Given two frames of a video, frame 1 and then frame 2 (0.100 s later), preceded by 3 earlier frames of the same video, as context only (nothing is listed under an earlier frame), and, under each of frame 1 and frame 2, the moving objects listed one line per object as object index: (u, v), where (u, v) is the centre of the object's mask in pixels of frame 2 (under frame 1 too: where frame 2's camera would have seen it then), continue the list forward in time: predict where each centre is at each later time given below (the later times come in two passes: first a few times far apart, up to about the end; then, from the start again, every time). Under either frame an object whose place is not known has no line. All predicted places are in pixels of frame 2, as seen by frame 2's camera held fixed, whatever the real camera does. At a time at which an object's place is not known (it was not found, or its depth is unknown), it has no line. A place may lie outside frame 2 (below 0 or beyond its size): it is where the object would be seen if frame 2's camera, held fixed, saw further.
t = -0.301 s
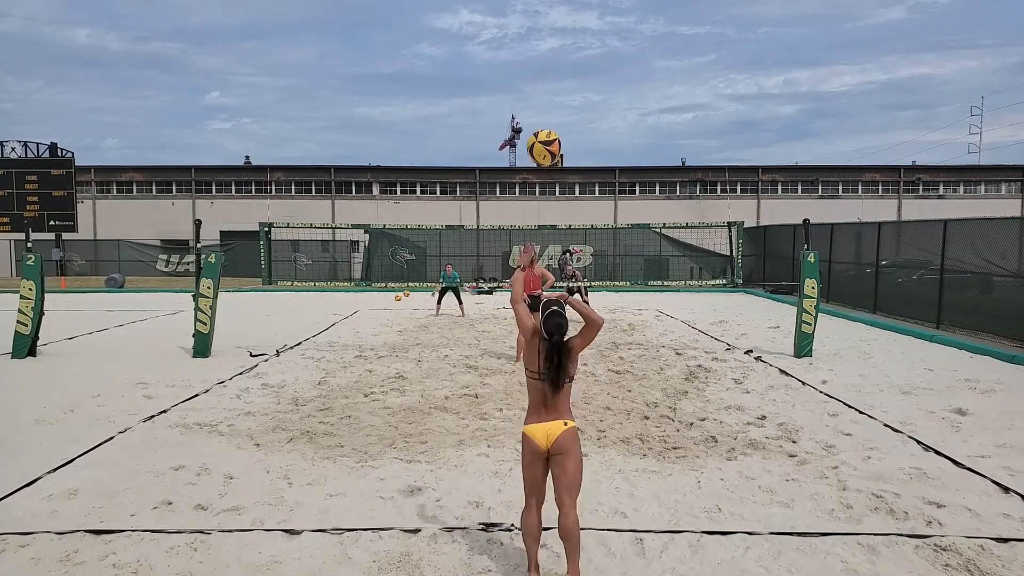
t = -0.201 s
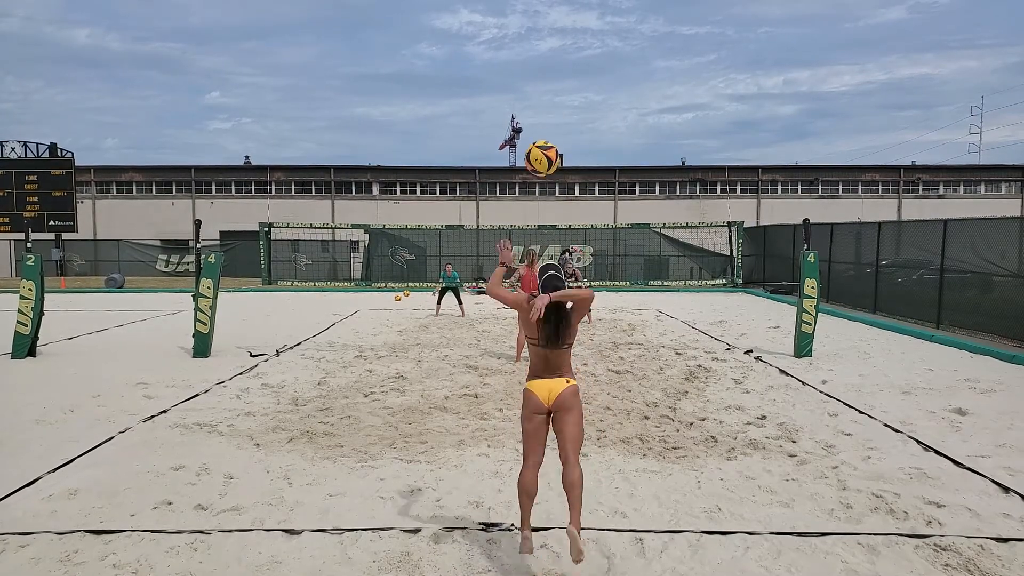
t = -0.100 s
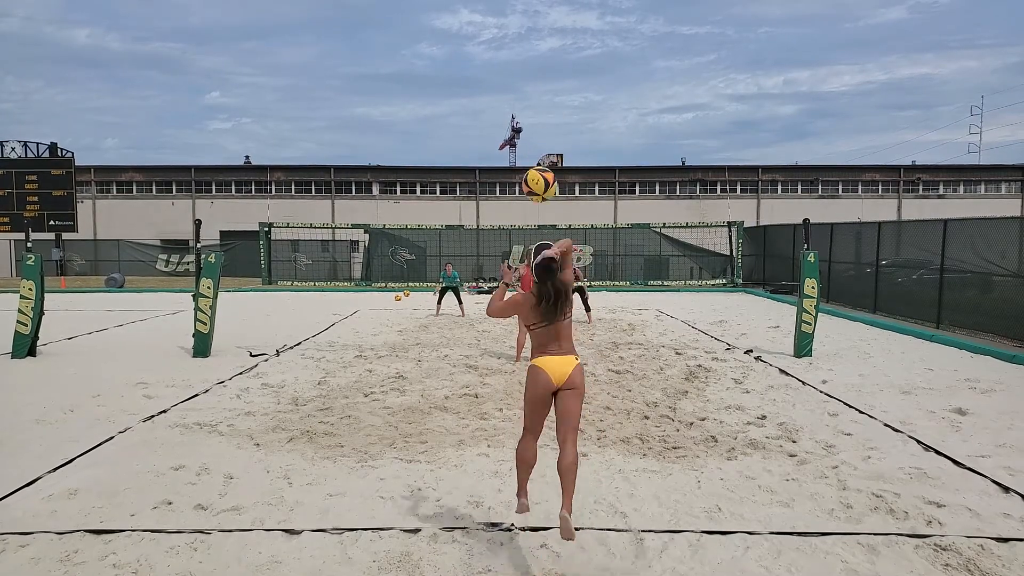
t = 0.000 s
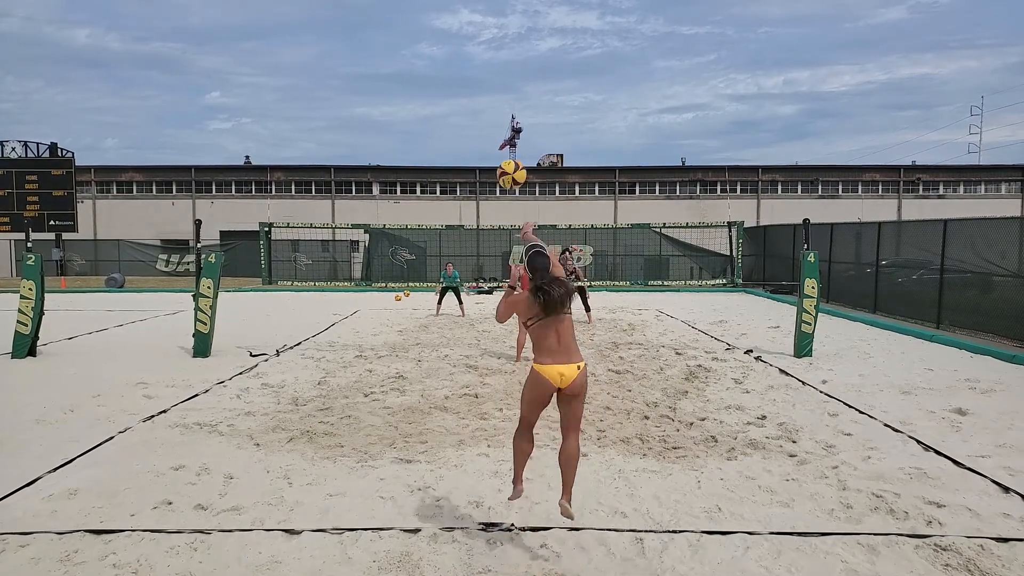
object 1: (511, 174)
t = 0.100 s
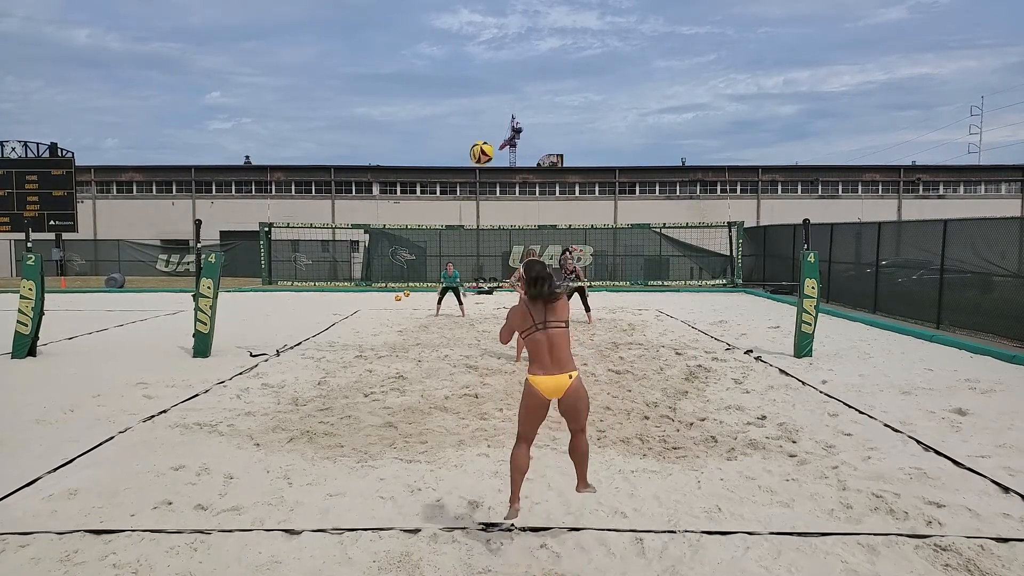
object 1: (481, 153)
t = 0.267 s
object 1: (452, 147)
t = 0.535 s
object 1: (428, 179)
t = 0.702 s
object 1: (419, 212)
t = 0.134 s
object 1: (474, 150)
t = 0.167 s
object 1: (467, 148)
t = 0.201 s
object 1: (461, 147)
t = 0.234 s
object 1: (456, 147)
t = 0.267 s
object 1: (452, 147)
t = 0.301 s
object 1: (448, 149)
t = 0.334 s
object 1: (444, 151)
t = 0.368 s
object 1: (441, 155)
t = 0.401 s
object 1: (438, 159)
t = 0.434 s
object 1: (435, 163)
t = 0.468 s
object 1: (432, 168)
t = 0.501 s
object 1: (430, 173)
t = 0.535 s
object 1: (428, 179)
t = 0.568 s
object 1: (426, 185)
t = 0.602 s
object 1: (424, 191)
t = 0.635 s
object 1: (423, 198)
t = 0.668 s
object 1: (421, 204)
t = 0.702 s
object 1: (419, 212)
